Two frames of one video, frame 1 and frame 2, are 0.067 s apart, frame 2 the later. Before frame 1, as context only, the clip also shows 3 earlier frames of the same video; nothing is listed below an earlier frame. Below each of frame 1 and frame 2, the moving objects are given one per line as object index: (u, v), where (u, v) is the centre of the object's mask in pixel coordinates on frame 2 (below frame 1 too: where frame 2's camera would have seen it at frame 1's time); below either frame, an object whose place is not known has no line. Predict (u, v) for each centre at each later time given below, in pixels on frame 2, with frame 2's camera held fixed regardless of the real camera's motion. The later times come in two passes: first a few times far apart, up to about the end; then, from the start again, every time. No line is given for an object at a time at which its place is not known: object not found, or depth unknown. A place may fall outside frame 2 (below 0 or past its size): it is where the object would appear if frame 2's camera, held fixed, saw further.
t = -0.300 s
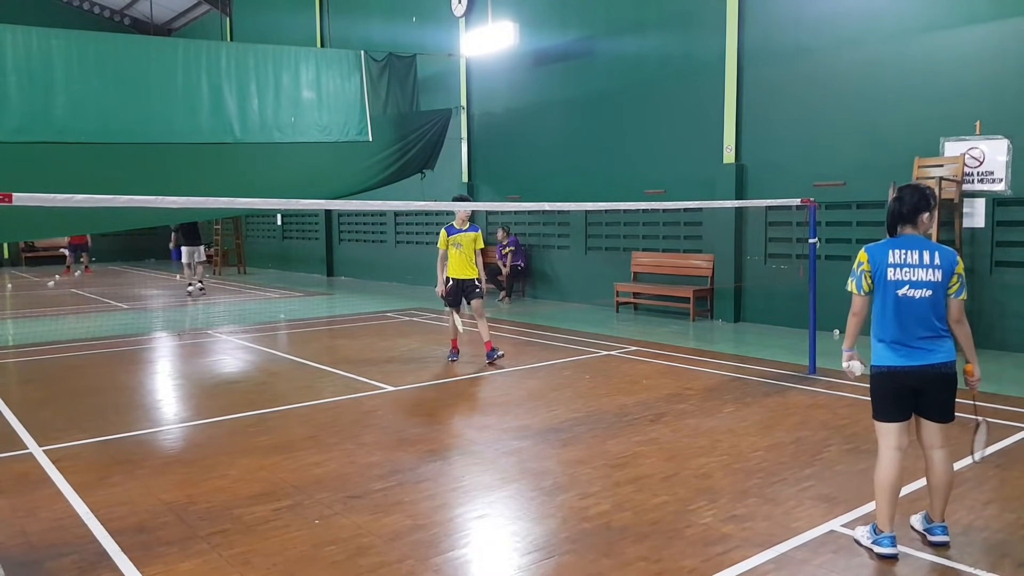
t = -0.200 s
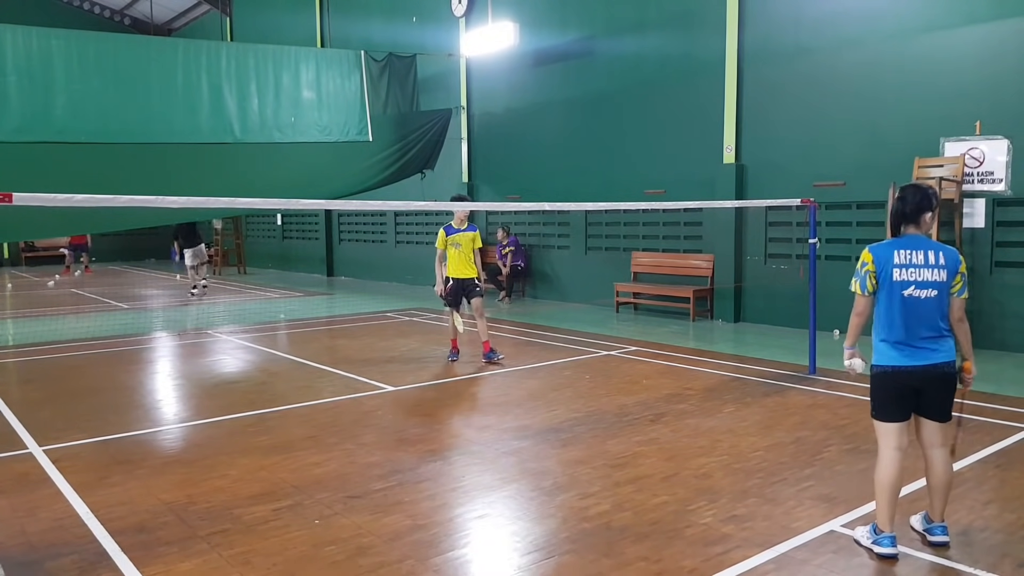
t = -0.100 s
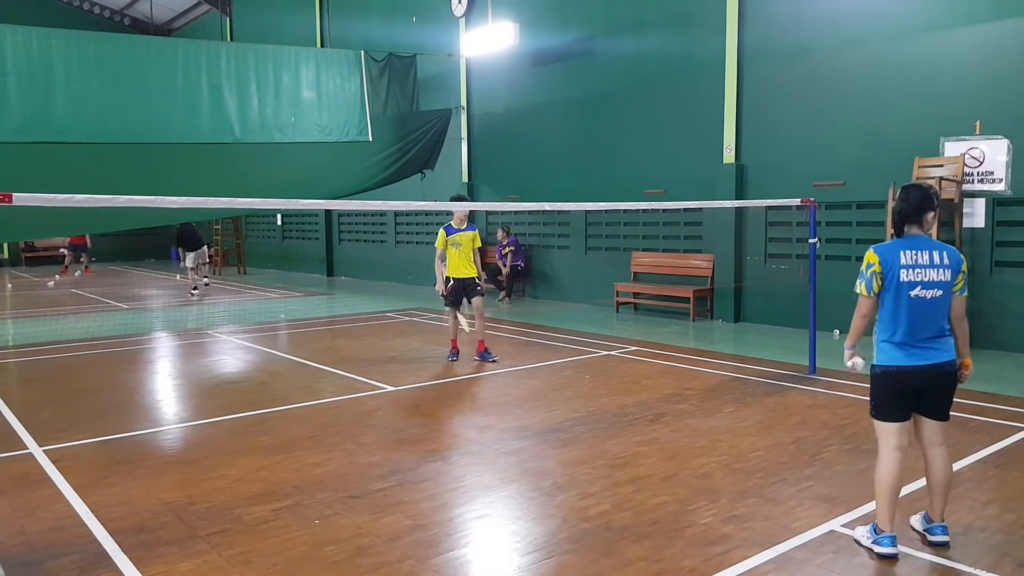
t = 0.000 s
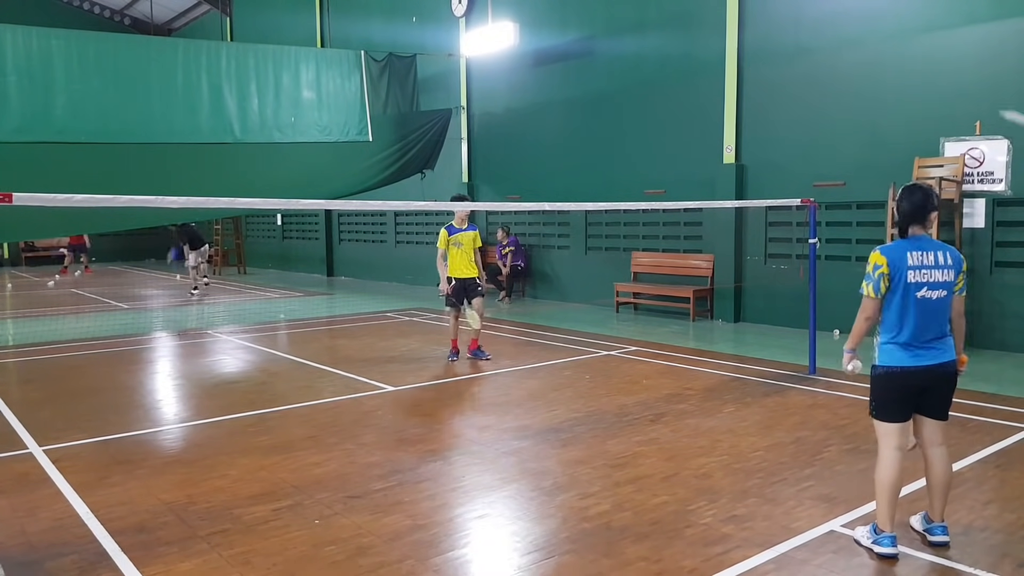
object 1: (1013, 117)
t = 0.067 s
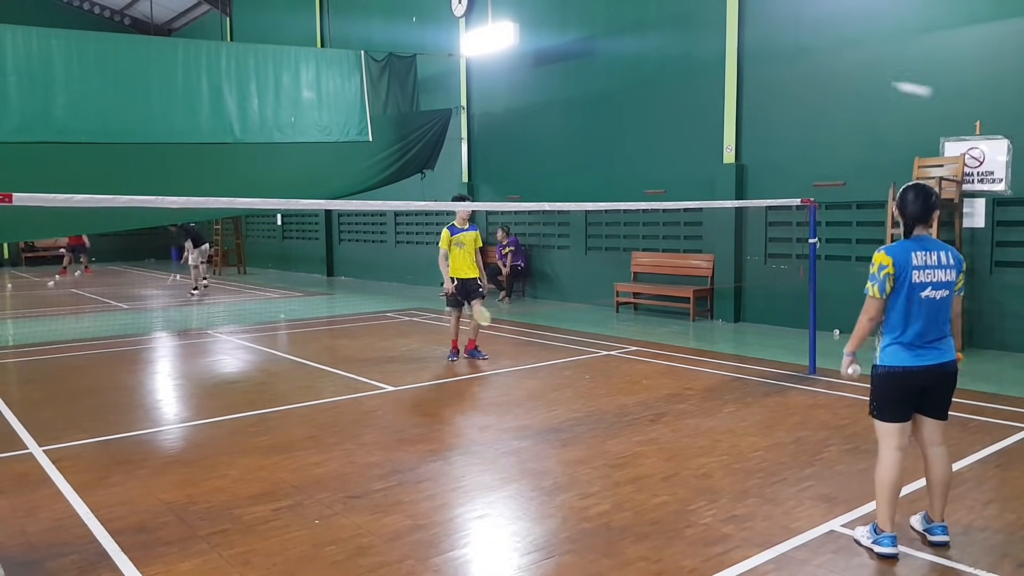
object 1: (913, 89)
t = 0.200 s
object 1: (764, 66)
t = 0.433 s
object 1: (616, 87)
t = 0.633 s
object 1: (542, 142)
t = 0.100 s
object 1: (869, 79)
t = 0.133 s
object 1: (830, 72)
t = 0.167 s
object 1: (795, 68)
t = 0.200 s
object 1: (764, 66)
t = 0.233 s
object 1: (736, 65)
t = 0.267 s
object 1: (712, 66)
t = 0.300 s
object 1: (689, 68)
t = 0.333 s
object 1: (668, 71)
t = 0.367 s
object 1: (649, 76)
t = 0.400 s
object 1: (632, 81)
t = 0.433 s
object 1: (616, 87)
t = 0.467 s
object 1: (601, 95)
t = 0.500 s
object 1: (587, 103)
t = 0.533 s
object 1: (575, 111)
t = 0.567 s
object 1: (563, 121)
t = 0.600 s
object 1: (552, 131)
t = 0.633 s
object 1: (542, 142)
